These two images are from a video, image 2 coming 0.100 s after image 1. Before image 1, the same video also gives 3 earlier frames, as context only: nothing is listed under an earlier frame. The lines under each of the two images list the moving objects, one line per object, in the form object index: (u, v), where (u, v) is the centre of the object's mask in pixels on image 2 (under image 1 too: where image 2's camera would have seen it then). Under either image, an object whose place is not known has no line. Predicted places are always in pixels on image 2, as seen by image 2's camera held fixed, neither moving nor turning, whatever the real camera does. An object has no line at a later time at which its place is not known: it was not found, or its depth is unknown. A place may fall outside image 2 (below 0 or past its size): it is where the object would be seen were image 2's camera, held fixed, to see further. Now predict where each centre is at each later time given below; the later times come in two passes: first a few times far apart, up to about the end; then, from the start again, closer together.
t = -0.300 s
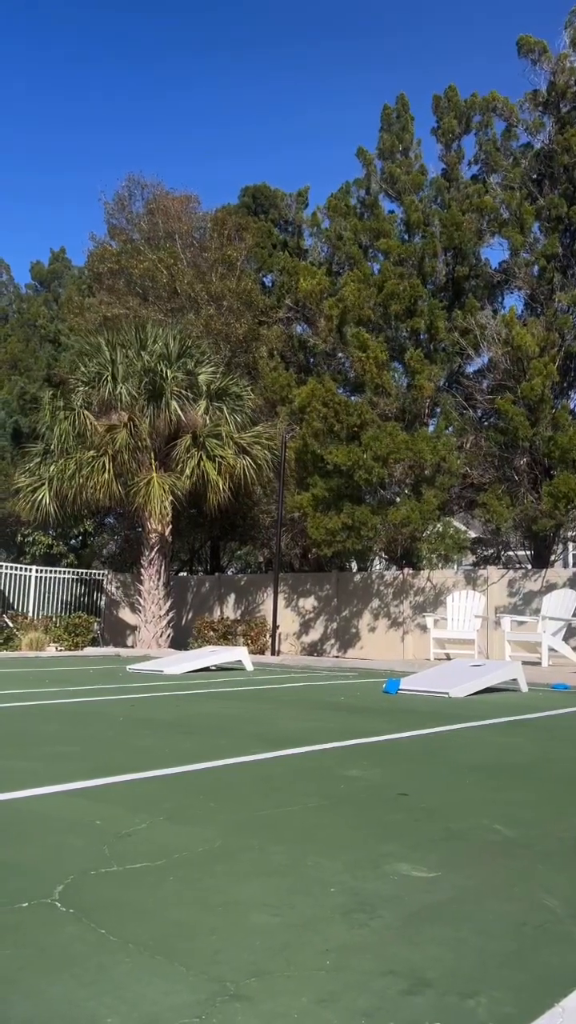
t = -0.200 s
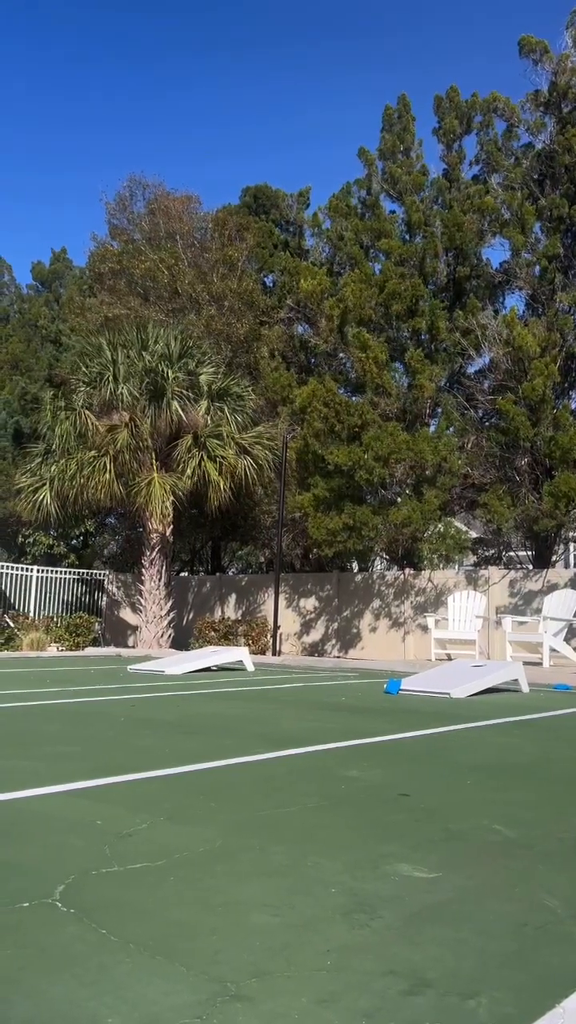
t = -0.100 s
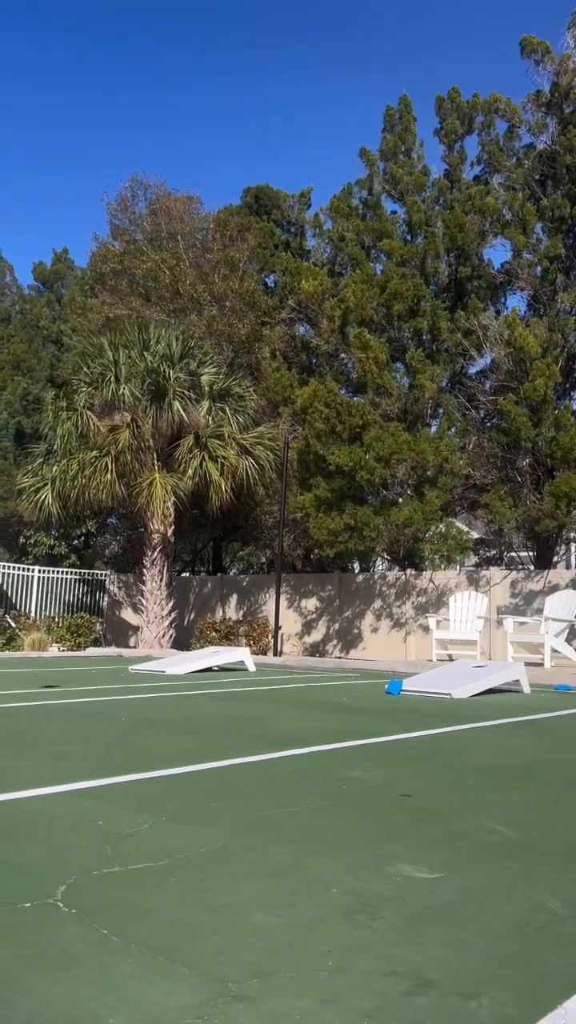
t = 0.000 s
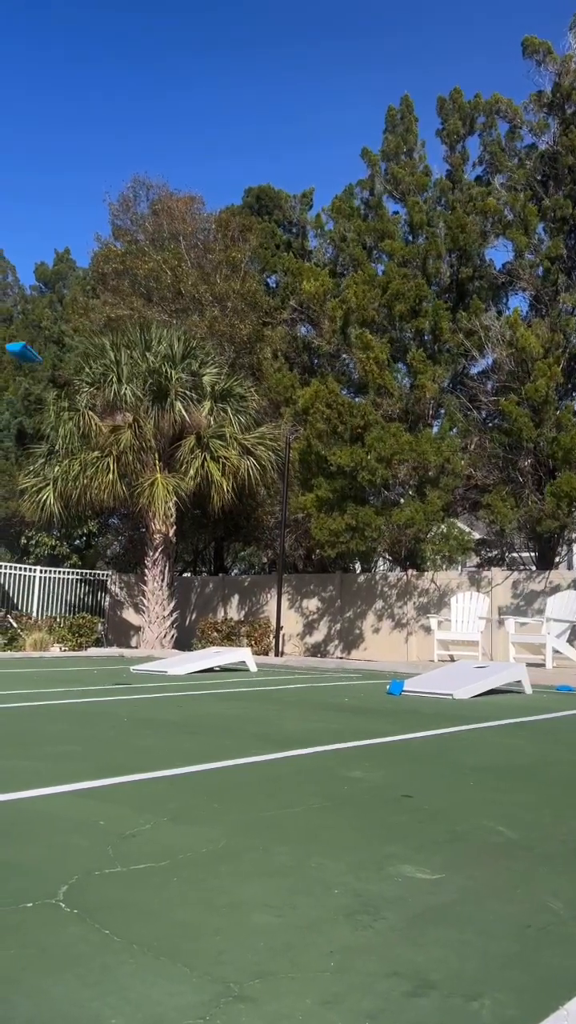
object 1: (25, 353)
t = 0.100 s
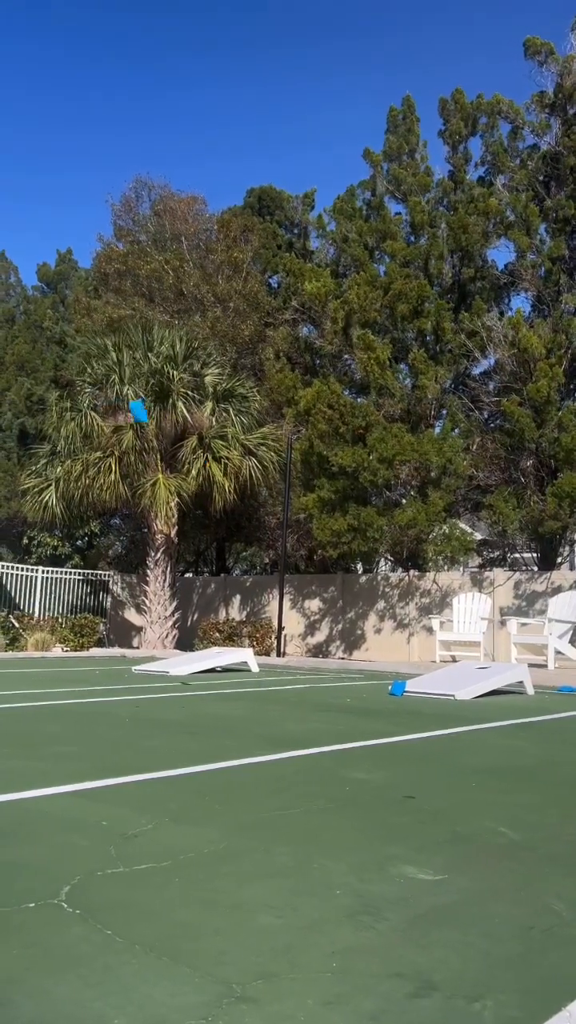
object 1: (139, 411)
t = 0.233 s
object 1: (256, 497)
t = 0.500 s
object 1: (420, 687)
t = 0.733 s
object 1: (398, 688)
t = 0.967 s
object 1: (398, 688)
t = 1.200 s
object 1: (398, 689)
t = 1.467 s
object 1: (398, 689)
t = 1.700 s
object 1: (398, 688)
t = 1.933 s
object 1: (398, 689)
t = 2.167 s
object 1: (398, 689)
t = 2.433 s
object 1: (398, 689)
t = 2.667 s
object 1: (398, 689)
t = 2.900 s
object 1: (398, 689)
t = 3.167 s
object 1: (399, 689)
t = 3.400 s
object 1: (399, 689)
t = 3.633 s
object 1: (399, 689)
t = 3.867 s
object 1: (398, 689)
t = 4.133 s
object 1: (398, 689)
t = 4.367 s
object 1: (398, 689)
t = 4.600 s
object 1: (398, 689)
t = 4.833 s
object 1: (398, 689)
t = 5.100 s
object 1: (398, 689)
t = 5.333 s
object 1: (398, 689)
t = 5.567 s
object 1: (398, 689)
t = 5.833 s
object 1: (398, 689)
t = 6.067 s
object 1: (399, 689)
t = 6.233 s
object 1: (401, 690)
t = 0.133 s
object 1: (171, 433)
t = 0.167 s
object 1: (202, 454)
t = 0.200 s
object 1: (229, 474)
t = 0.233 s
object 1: (256, 497)
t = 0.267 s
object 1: (280, 517)
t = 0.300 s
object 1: (304, 541)
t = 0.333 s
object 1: (325, 565)
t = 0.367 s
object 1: (346, 587)
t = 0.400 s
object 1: (366, 611)
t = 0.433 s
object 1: (385, 635)
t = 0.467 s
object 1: (403, 660)
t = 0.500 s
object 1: (420, 687)
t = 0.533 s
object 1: (418, 688)
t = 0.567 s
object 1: (410, 688)
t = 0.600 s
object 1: (402, 688)
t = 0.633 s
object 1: (397, 688)
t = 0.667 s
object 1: (394, 689)
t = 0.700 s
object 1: (399, 688)
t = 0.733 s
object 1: (398, 688)
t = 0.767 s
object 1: (398, 688)
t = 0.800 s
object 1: (398, 688)
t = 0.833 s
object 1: (398, 688)
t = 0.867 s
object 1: (398, 688)
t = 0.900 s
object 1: (398, 688)
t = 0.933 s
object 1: (398, 688)
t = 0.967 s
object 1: (398, 688)
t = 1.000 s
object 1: (398, 688)
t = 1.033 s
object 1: (398, 688)
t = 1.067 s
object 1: (398, 688)
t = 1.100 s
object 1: (398, 688)
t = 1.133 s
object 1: (398, 688)
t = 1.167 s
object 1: (398, 689)
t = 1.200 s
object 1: (398, 689)
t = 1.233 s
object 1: (398, 688)
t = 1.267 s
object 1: (398, 689)
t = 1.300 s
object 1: (398, 689)
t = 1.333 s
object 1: (398, 688)
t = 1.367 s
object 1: (398, 688)
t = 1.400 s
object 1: (398, 689)
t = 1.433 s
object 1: (398, 689)
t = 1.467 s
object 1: (398, 689)
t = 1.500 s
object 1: (398, 688)
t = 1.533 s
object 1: (398, 689)
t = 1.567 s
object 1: (398, 688)
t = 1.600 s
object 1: (398, 688)
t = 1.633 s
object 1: (398, 688)
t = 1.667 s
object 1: (398, 689)
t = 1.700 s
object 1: (398, 688)
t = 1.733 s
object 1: (398, 688)
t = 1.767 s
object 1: (398, 688)
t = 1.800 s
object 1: (398, 688)
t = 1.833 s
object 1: (398, 689)
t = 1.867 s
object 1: (398, 688)
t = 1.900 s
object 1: (398, 689)
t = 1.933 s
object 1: (398, 689)
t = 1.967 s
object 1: (398, 689)
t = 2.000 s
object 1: (398, 689)
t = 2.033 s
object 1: (398, 689)
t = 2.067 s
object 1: (398, 689)
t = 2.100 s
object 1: (398, 689)
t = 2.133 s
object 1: (398, 689)
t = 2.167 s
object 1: (398, 689)
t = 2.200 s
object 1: (398, 689)
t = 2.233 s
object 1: (398, 689)
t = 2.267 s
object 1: (398, 689)
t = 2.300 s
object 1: (398, 689)
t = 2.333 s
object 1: (398, 689)
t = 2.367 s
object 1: (398, 689)
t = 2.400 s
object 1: (398, 689)
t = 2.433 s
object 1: (398, 689)
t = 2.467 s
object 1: (398, 689)
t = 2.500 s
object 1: (398, 689)
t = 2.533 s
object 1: (398, 689)
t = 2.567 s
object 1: (398, 689)
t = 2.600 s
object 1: (398, 689)
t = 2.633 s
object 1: (398, 689)
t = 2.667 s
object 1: (398, 689)
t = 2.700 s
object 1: (398, 689)
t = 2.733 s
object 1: (398, 689)
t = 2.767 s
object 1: (398, 689)
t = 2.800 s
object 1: (398, 689)
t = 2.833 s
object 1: (398, 689)
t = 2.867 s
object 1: (398, 689)
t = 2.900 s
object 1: (398, 689)
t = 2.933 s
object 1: (398, 689)
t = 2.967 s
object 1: (398, 689)
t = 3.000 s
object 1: (399, 689)
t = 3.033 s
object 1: (399, 689)
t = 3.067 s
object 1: (398, 689)
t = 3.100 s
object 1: (399, 689)
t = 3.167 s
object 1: (399, 689)
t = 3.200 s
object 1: (398, 689)
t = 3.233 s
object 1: (399, 689)
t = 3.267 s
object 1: (399, 689)
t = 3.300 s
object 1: (399, 689)
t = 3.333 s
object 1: (399, 689)
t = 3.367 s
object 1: (398, 689)
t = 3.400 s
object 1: (399, 689)
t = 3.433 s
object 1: (398, 689)
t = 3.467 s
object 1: (399, 689)
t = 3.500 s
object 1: (399, 689)
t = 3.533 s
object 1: (398, 689)
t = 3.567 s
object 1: (398, 689)
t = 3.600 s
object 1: (398, 689)
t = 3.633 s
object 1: (399, 689)
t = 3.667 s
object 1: (399, 689)
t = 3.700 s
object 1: (398, 689)
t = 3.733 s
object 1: (398, 689)
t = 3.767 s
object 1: (398, 689)
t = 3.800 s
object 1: (398, 689)
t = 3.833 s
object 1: (398, 689)
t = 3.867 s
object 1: (398, 689)
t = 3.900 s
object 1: (398, 689)
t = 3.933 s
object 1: (398, 689)
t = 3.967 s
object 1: (398, 689)
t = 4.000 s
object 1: (398, 689)
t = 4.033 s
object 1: (398, 689)
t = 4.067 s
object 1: (398, 689)
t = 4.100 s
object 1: (398, 689)
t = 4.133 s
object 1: (398, 689)
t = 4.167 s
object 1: (398, 689)
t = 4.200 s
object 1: (398, 689)
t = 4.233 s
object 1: (398, 689)
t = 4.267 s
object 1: (398, 689)
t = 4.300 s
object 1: (398, 689)
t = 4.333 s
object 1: (398, 689)
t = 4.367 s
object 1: (398, 689)
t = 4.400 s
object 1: (398, 689)
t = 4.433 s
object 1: (398, 689)
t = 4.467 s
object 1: (398, 689)
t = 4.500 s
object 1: (398, 689)
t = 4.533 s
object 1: (398, 689)
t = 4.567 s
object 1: (398, 689)
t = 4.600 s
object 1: (398, 689)
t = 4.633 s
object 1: (398, 689)
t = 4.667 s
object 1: (398, 689)
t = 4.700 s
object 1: (398, 689)
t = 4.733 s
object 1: (398, 689)
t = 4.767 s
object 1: (398, 689)
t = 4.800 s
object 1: (398, 689)
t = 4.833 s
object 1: (398, 689)
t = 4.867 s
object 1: (398, 689)
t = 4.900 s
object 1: (398, 689)
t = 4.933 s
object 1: (398, 689)
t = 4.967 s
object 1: (398, 689)
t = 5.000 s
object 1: (399, 689)
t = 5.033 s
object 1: (398, 689)
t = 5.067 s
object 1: (399, 689)
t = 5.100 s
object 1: (398, 689)
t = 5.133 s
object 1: (398, 689)
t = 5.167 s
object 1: (399, 689)
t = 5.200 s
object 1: (399, 689)
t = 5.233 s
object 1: (398, 689)
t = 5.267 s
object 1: (398, 689)
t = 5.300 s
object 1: (399, 689)
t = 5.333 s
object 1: (398, 689)
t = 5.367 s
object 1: (399, 689)
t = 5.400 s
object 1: (398, 689)
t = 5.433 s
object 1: (399, 689)
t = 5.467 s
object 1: (399, 689)
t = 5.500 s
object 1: (399, 689)
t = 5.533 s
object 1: (399, 689)
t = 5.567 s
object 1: (398, 689)
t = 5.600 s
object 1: (399, 689)
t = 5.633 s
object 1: (399, 689)
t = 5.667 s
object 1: (399, 689)
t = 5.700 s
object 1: (399, 689)
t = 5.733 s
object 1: (398, 689)
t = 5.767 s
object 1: (399, 689)
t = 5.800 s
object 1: (399, 689)
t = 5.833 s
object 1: (398, 689)
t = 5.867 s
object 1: (399, 689)
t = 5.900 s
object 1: (399, 689)
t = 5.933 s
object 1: (399, 689)
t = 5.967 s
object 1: (399, 689)
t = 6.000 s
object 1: (399, 689)
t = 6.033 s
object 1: (399, 689)
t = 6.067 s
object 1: (399, 689)
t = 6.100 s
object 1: (399, 690)
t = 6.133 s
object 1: (399, 690)
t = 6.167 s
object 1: (399, 690)
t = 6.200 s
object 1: (400, 690)
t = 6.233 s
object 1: (401, 690)
